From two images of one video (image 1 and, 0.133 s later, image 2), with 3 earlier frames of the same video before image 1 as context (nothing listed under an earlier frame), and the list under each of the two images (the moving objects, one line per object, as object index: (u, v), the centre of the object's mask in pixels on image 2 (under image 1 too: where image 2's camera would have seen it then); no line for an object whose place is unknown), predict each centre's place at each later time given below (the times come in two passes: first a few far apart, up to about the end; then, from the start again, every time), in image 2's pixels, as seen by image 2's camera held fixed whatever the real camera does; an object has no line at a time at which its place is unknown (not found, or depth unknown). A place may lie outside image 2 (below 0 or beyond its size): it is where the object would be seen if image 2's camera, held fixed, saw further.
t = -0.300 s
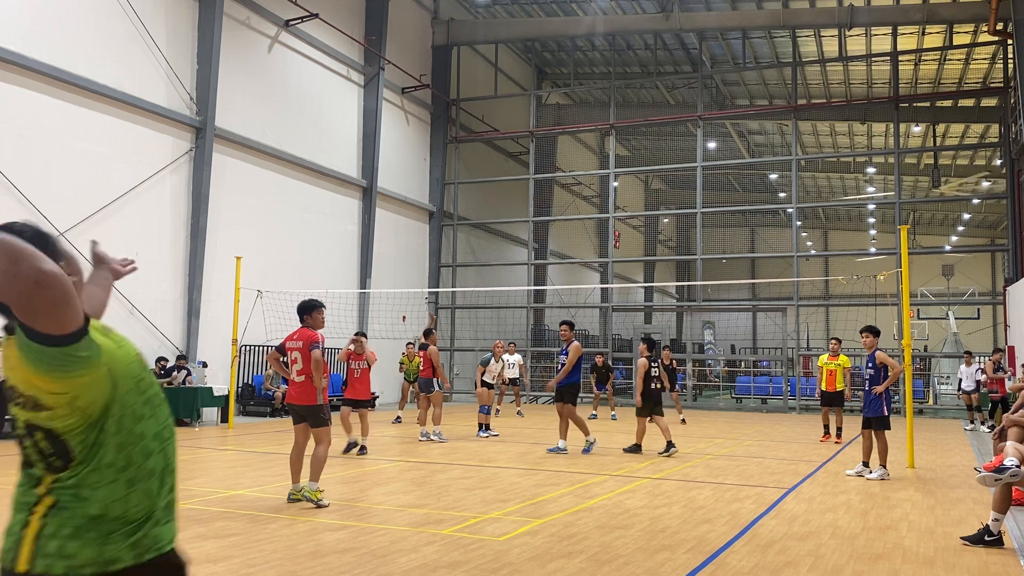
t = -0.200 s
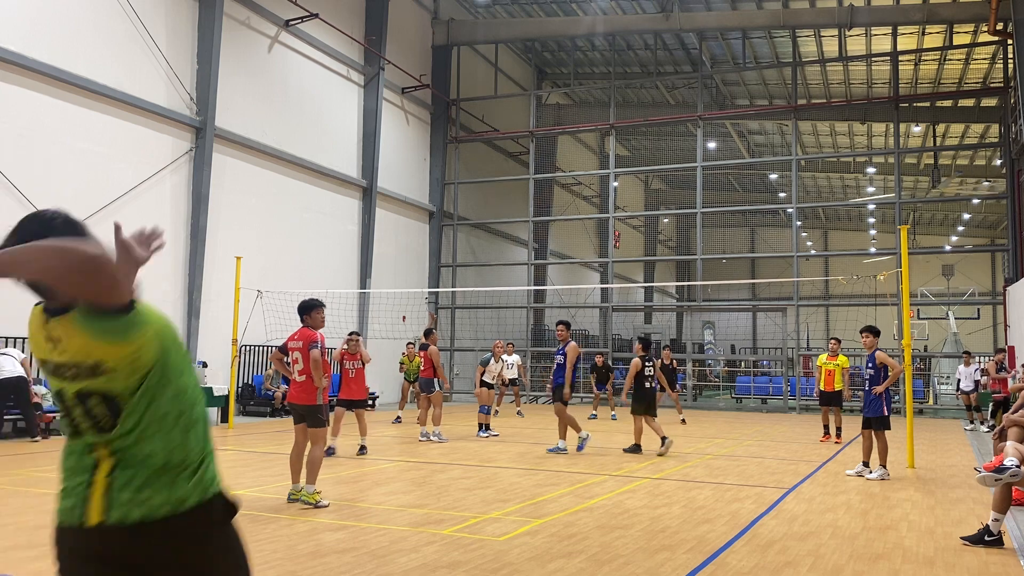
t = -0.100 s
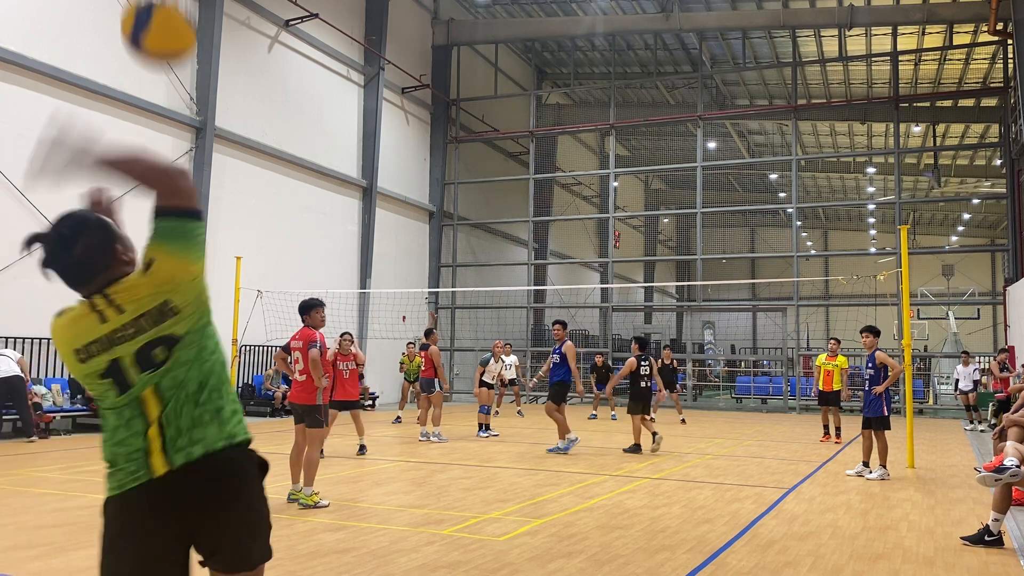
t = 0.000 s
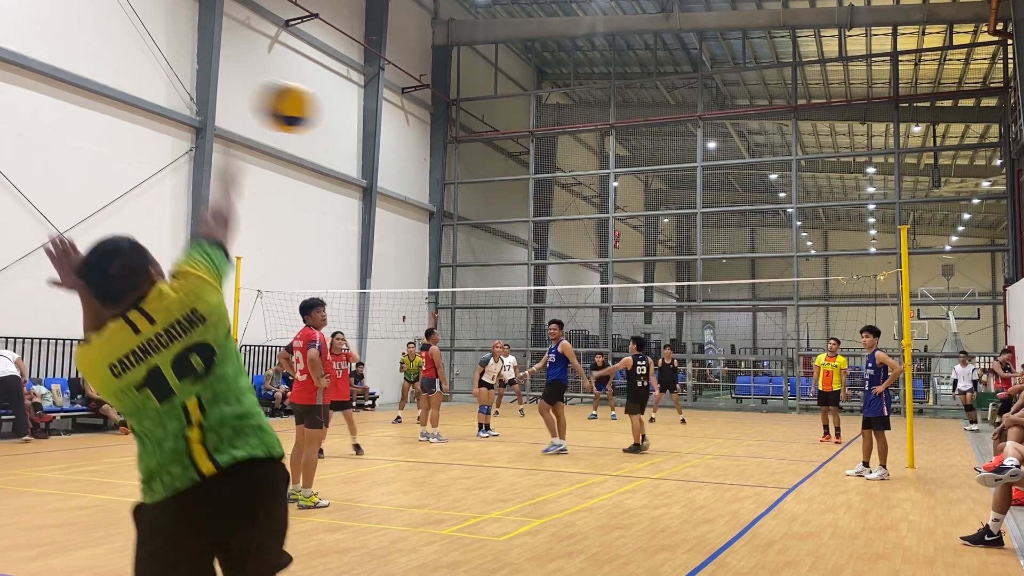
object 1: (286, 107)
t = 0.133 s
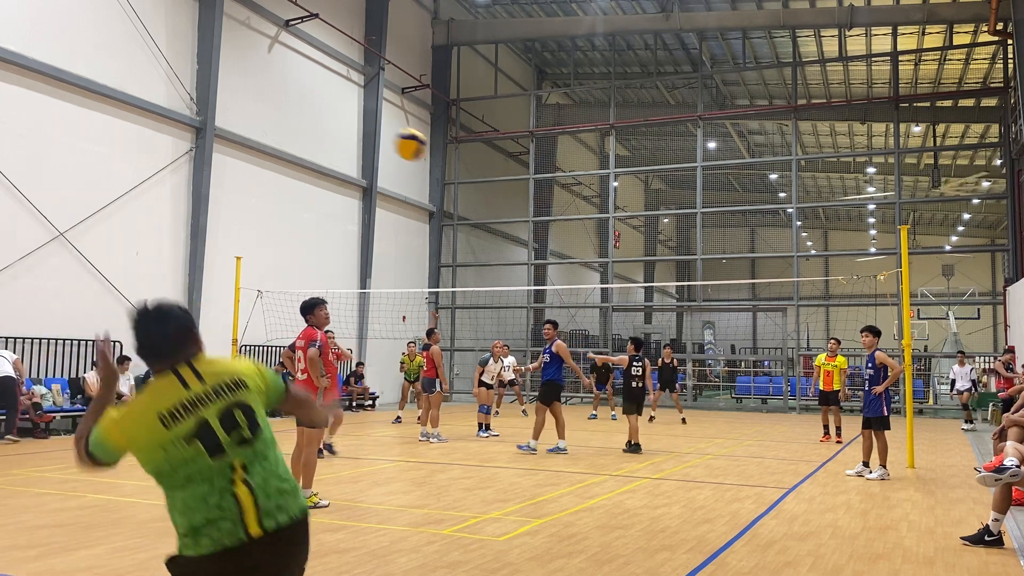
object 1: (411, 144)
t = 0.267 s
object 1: (462, 179)
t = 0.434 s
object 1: (494, 227)
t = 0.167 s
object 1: (428, 154)
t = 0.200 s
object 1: (441, 162)
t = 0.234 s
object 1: (453, 170)
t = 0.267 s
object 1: (462, 179)
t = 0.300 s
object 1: (471, 188)
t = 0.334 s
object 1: (478, 198)
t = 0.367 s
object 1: (484, 207)
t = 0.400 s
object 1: (490, 217)
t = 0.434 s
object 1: (494, 227)
